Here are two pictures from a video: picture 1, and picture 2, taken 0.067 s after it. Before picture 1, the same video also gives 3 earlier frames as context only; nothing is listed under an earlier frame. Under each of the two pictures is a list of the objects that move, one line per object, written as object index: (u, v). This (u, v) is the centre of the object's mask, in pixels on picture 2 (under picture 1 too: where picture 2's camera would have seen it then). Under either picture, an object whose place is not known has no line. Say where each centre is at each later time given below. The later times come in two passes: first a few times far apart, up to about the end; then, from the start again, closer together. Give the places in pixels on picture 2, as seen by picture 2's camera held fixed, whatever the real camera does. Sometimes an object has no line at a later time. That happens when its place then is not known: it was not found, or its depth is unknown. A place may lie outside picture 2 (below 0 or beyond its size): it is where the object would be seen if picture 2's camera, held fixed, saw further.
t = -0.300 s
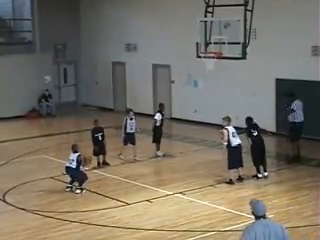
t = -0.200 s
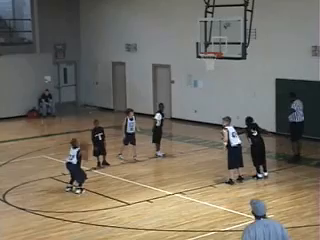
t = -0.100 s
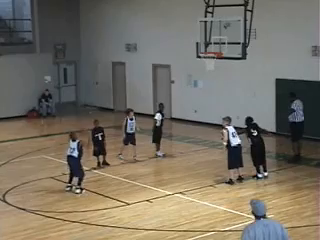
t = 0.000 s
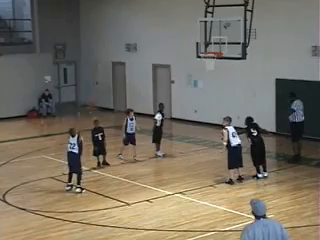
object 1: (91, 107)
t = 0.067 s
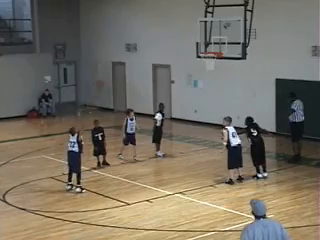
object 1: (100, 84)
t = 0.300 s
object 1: (124, 35)
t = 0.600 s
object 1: (154, 8)
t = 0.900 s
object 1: (182, 16)
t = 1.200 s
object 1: (209, 56)
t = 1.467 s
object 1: (224, 96)
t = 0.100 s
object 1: (102, 76)
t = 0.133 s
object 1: (106, 68)
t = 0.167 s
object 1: (110, 59)
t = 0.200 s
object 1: (114, 52)
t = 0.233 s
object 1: (117, 46)
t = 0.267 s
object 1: (121, 40)
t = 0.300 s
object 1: (124, 35)
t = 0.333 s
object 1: (128, 30)
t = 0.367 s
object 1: (131, 25)
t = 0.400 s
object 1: (134, 22)
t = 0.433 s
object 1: (137, 19)
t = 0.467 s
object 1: (141, 15)
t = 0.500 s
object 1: (145, 13)
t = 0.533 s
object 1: (148, 11)
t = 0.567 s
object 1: (151, 9)
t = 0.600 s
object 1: (154, 8)
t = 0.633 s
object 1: (157, 7)
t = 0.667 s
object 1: (161, 7)
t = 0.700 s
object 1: (164, 7)
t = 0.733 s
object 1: (167, 7)
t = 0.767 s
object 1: (170, 8)
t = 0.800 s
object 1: (173, 10)
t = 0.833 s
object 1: (176, 11)
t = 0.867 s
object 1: (179, 14)
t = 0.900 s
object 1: (182, 16)
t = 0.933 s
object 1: (185, 19)
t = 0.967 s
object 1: (188, 22)
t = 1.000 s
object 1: (191, 26)
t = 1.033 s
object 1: (194, 30)
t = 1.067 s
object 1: (196, 34)
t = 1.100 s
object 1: (199, 41)
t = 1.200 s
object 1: (209, 56)
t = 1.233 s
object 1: (211, 61)
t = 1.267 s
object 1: (213, 66)
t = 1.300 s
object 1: (215, 69)
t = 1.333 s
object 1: (217, 74)
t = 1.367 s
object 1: (219, 79)
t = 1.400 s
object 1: (221, 84)
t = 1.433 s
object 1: (222, 90)
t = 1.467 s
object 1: (224, 96)
